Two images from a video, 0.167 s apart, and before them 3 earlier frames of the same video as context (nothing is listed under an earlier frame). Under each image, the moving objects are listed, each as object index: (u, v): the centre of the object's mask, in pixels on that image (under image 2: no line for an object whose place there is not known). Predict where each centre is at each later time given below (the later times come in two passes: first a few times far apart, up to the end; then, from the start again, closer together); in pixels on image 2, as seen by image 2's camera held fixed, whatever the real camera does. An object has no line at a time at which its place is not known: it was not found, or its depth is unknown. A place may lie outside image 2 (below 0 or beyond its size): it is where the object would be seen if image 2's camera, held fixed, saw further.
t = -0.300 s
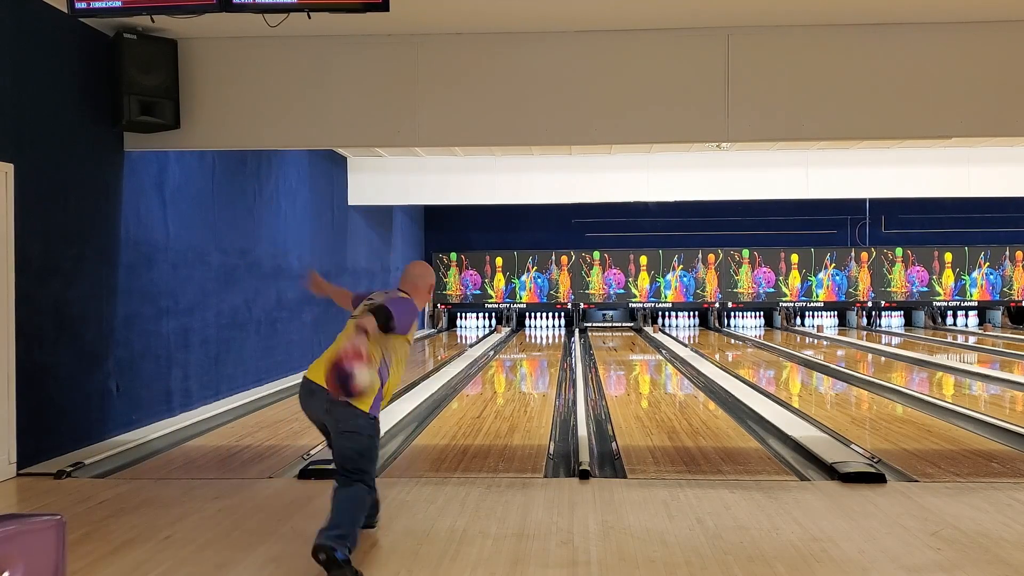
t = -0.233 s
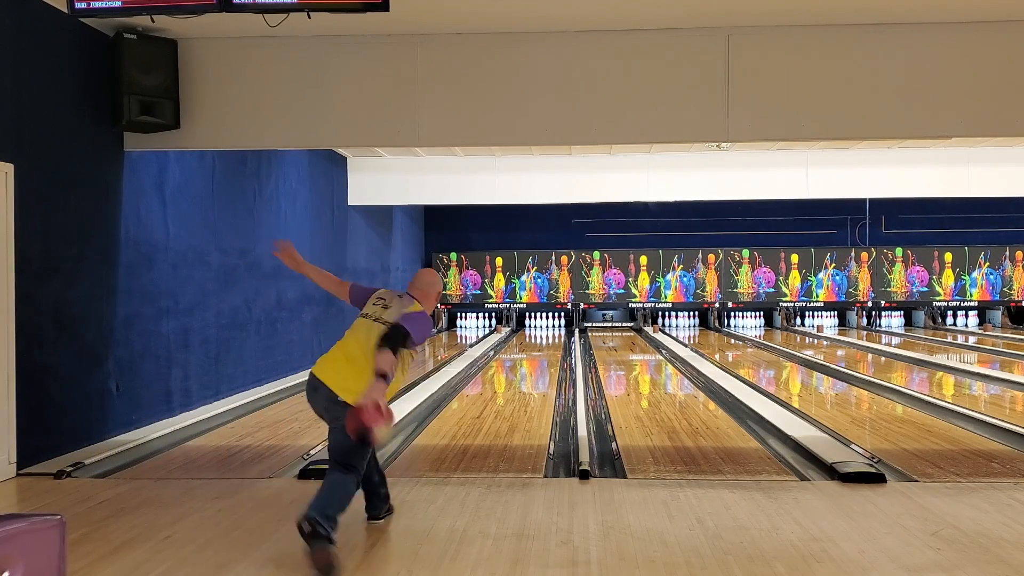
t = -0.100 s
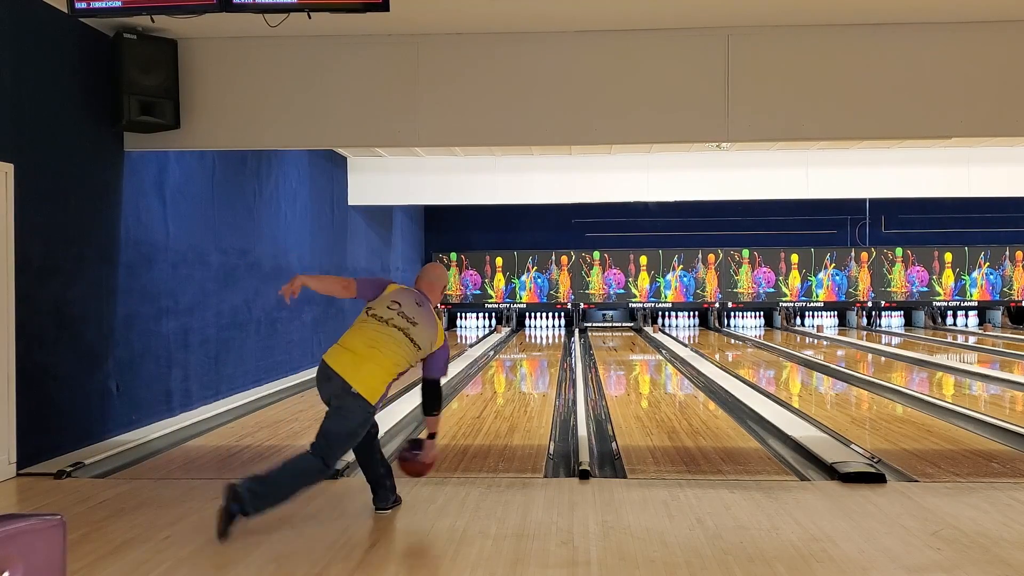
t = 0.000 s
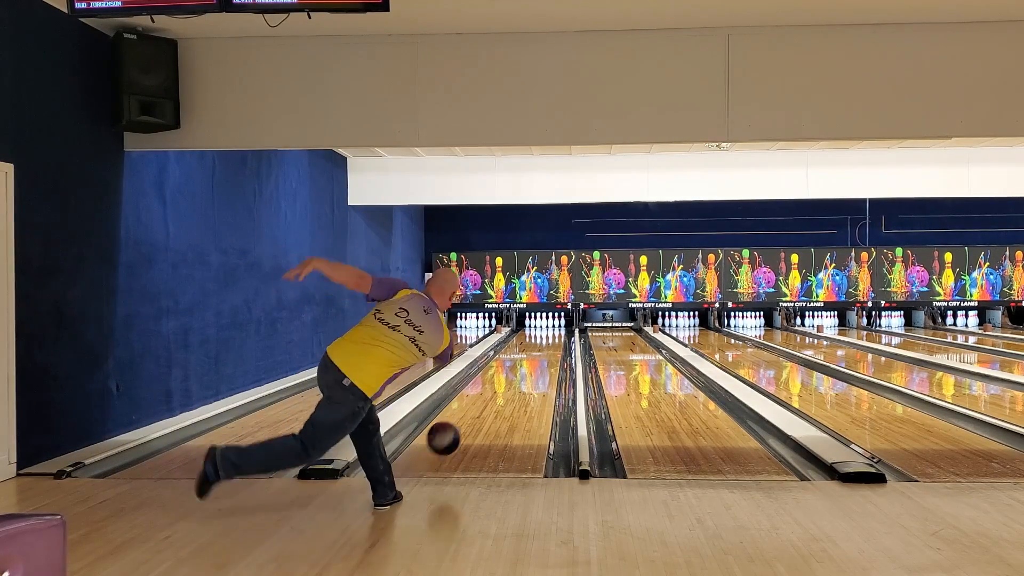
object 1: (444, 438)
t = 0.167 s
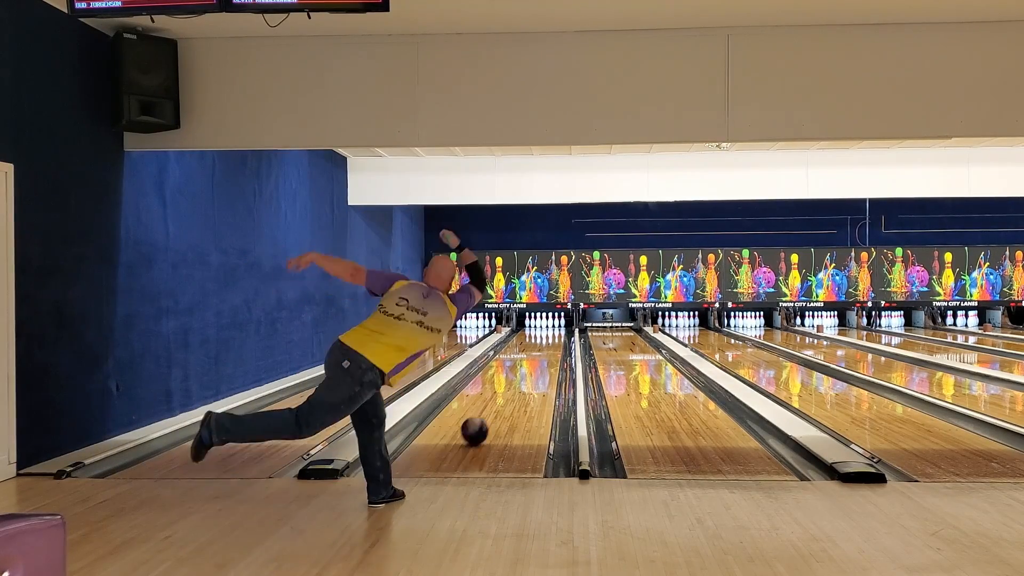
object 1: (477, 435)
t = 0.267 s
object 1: (488, 417)
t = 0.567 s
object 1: (515, 385)
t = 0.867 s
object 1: (532, 366)
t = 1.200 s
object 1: (543, 351)
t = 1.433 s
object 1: (548, 344)
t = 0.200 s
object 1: (482, 426)
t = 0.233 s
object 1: (484, 421)
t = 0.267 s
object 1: (488, 417)
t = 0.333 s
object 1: (496, 408)
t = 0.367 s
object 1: (499, 404)
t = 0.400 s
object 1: (502, 400)
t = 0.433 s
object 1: (505, 397)
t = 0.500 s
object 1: (511, 390)
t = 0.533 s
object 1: (513, 388)
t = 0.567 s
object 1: (515, 385)
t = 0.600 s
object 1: (518, 382)
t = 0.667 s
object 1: (522, 377)
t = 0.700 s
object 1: (524, 375)
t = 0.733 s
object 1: (525, 373)
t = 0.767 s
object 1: (527, 371)
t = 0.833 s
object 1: (530, 367)
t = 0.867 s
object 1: (532, 366)
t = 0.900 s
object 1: (533, 364)
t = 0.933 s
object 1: (534, 362)
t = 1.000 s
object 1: (537, 359)
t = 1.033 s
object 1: (538, 358)
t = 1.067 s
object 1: (539, 356)
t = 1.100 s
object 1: (540, 355)
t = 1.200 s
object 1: (543, 351)
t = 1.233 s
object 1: (544, 350)
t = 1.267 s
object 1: (544, 349)
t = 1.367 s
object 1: (546, 346)
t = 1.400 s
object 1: (547, 345)
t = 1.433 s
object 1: (548, 344)
